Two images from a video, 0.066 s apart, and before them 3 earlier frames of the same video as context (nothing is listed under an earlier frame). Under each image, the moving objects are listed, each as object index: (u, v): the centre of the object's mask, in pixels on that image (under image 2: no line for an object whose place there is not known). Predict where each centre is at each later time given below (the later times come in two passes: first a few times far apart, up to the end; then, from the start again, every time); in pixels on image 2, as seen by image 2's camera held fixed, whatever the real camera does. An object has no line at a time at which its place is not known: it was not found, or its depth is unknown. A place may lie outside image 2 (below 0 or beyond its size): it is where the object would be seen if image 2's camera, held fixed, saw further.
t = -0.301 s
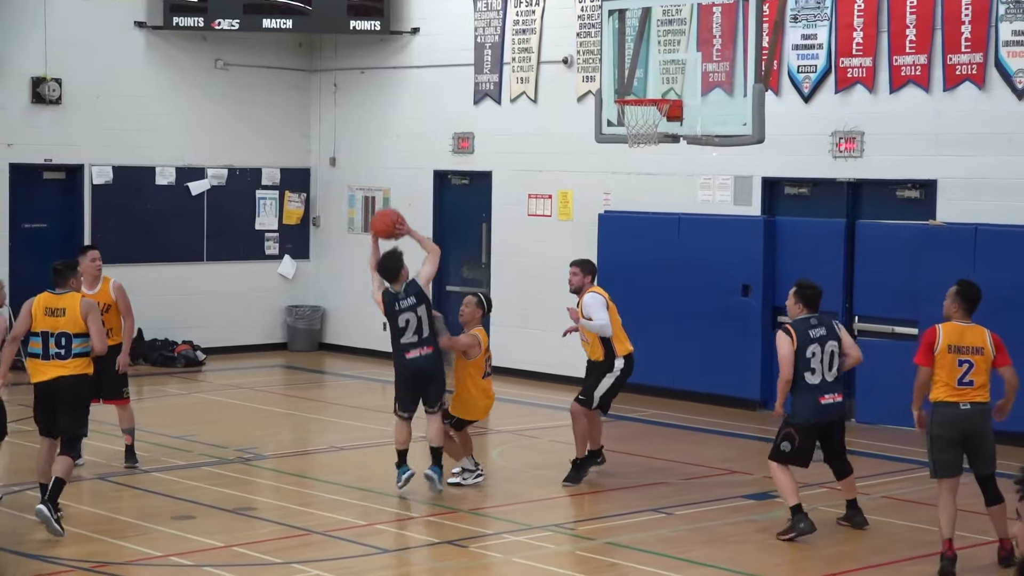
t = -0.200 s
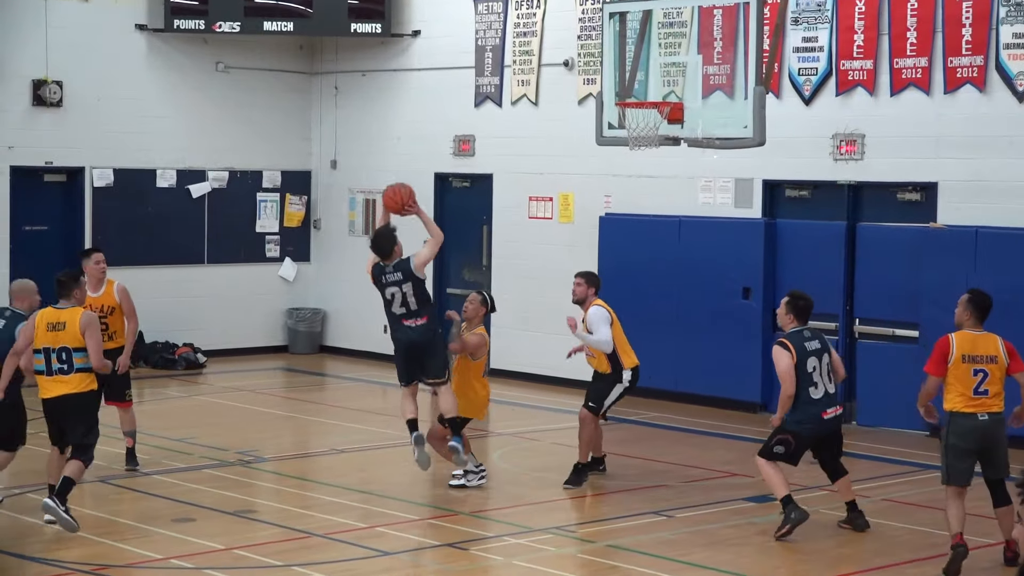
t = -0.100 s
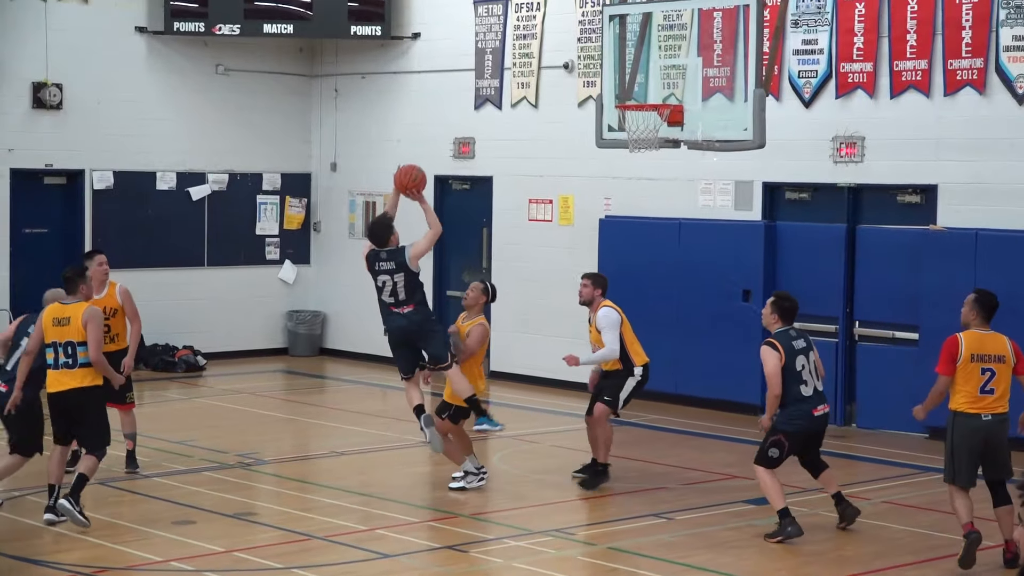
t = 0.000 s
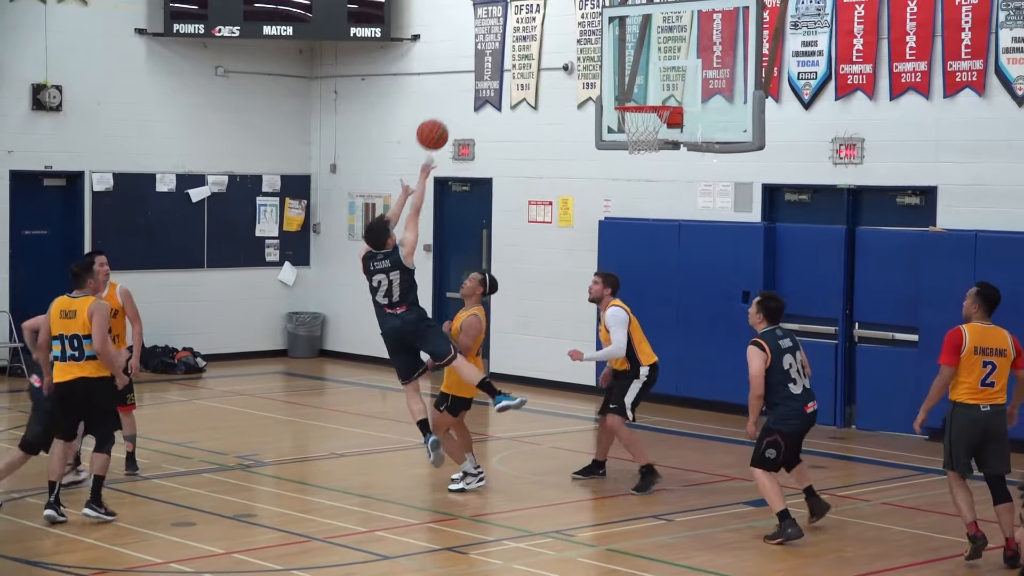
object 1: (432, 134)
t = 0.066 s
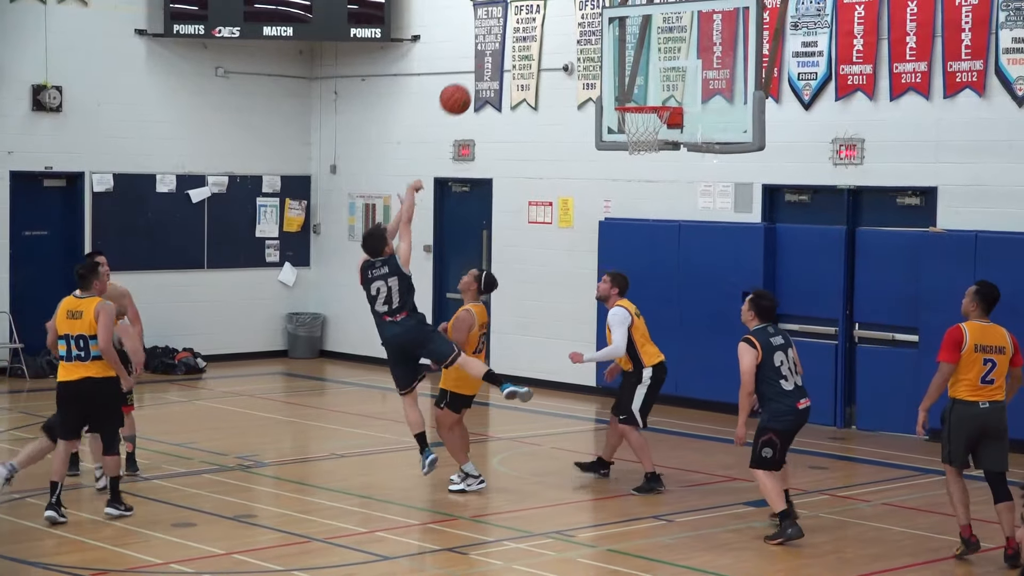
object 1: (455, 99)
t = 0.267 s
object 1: (520, 29)
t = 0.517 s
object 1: (593, 16)
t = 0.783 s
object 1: (663, 82)
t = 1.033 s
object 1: (664, 55)
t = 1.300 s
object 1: (647, 79)
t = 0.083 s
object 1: (460, 91)
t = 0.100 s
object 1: (466, 83)
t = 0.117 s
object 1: (471, 76)
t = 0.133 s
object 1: (477, 70)
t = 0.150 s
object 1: (483, 64)
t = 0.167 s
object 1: (488, 57)
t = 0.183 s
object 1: (494, 52)
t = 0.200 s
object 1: (499, 46)
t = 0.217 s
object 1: (504, 41)
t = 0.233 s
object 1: (510, 37)
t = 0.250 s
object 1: (515, 33)
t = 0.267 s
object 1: (520, 29)
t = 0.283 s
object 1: (525, 26)
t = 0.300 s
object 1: (530, 23)
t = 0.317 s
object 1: (535, 21)
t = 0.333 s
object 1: (540, 18)
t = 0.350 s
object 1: (545, 16)
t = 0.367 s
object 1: (550, 14)
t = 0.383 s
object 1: (555, 13)
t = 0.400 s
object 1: (560, 13)
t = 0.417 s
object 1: (565, 12)
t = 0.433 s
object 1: (569, 12)
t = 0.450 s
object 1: (574, 12)
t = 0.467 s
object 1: (579, 12)
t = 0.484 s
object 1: (584, 13)
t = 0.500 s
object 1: (589, 15)
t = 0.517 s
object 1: (593, 16)
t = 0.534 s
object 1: (598, 18)
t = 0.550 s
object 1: (603, 20)
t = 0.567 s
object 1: (607, 22)
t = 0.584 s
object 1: (611, 25)
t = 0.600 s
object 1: (616, 28)
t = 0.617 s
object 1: (620, 32)
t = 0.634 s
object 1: (625, 35)
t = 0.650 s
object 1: (629, 39)
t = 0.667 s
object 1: (633, 44)
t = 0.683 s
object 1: (638, 48)
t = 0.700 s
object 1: (642, 53)
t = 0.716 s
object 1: (646, 58)
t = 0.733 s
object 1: (650, 64)
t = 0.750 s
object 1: (654, 70)
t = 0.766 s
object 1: (658, 76)
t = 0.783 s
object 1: (663, 82)
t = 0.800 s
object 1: (667, 89)
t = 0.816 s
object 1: (671, 94)
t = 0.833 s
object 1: (673, 91)
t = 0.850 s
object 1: (675, 86)
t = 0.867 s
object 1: (674, 82)
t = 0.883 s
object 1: (673, 78)
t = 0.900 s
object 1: (672, 74)
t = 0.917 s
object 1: (671, 70)
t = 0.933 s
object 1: (670, 67)
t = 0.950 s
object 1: (669, 65)
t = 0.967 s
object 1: (668, 62)
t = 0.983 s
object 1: (667, 60)
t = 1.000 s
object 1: (666, 58)
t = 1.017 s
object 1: (665, 56)
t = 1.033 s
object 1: (664, 55)
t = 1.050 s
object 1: (663, 54)
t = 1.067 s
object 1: (662, 53)
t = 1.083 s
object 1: (661, 53)
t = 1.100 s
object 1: (660, 53)
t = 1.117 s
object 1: (660, 53)
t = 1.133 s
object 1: (658, 54)
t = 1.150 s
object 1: (657, 55)
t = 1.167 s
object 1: (656, 56)
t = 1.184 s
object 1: (655, 58)
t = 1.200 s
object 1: (654, 60)
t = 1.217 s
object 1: (653, 62)
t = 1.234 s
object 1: (651, 65)
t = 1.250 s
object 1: (650, 68)
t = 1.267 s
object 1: (649, 71)
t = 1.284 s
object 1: (648, 75)
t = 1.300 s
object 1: (647, 79)
